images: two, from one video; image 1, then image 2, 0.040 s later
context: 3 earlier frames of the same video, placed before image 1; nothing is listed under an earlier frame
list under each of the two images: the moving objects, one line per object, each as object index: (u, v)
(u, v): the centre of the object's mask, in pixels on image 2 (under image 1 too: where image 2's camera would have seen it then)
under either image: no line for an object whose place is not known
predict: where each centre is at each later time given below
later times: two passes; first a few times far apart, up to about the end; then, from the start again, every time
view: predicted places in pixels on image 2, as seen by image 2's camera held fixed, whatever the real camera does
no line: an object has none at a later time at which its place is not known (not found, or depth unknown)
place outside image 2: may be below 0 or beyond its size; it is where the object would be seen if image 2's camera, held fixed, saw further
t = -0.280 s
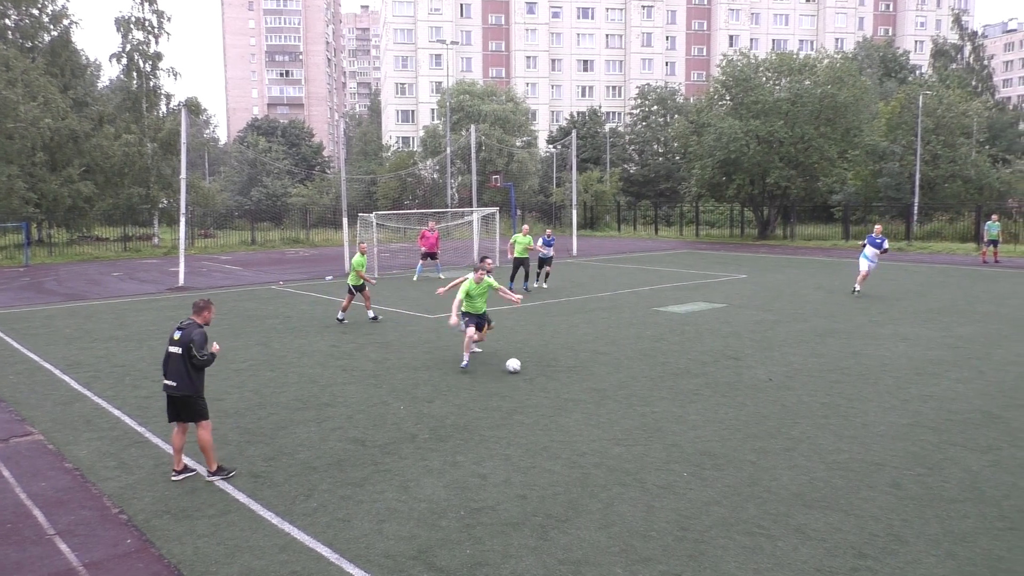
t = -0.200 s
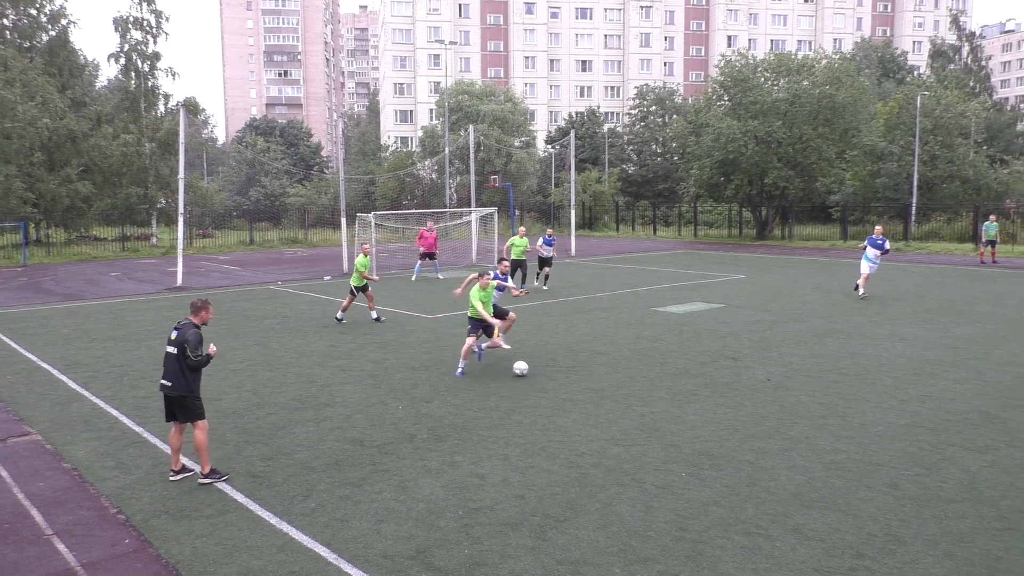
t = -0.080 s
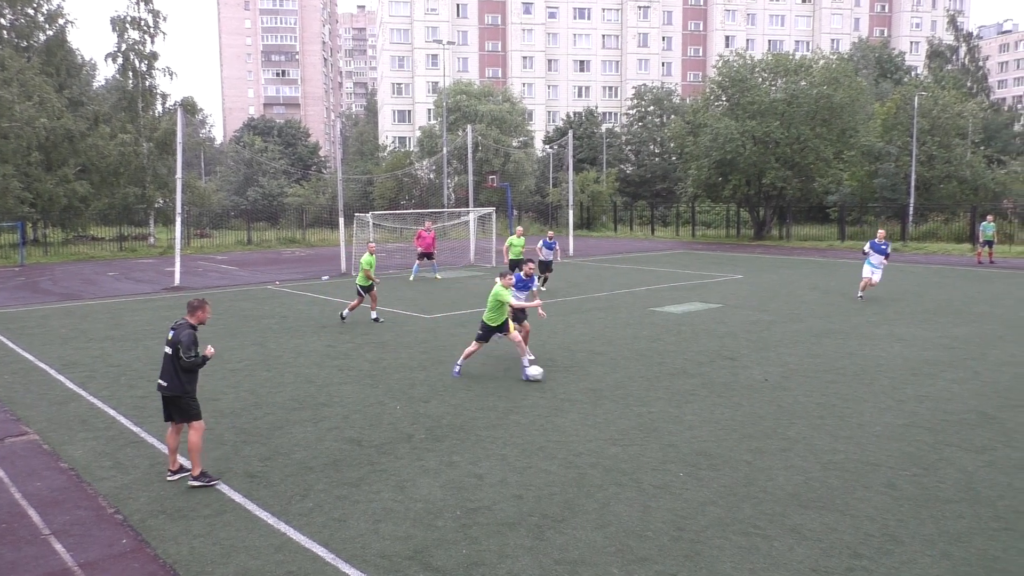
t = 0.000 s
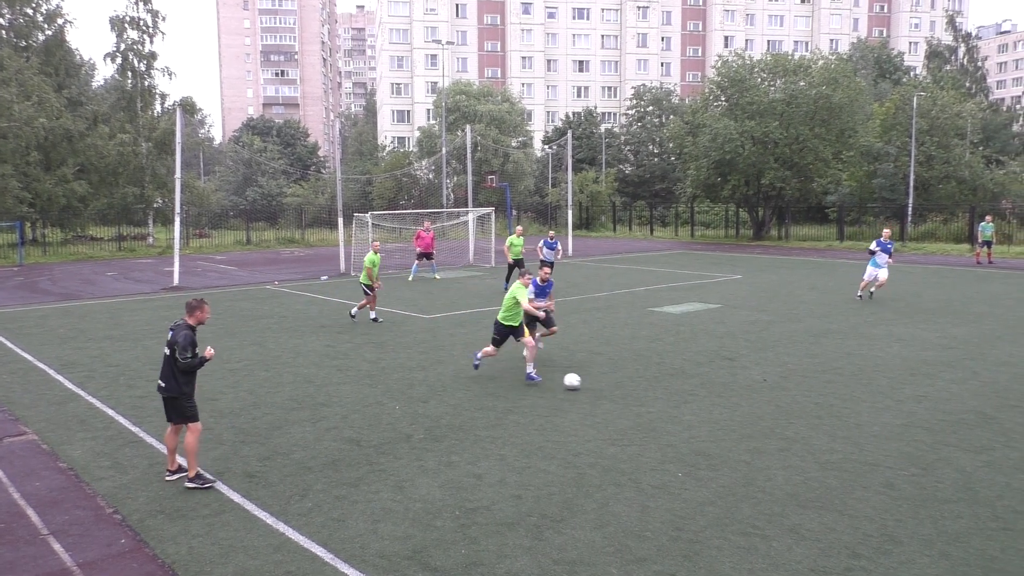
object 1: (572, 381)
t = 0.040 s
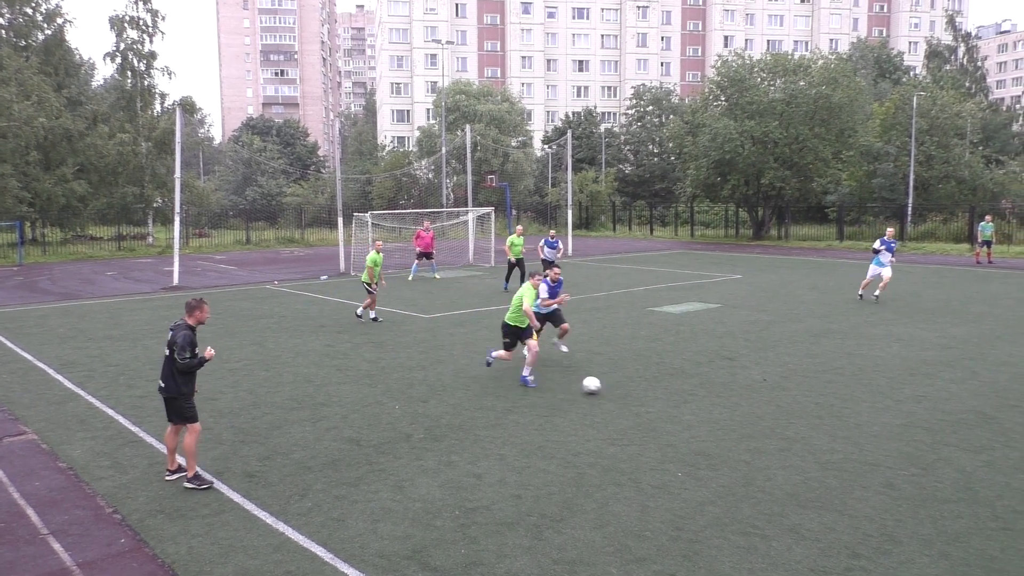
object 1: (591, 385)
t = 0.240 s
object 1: (697, 410)
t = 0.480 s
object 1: (836, 439)
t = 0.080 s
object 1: (611, 390)
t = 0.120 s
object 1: (632, 395)
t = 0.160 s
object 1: (653, 399)
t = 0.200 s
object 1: (675, 404)
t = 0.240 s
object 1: (697, 410)
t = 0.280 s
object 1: (719, 414)
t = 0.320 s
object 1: (741, 418)
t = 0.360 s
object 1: (765, 424)
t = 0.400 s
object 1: (788, 428)
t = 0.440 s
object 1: (812, 433)
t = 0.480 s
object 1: (836, 439)
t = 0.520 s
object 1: (859, 442)
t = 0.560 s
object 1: (882, 445)
